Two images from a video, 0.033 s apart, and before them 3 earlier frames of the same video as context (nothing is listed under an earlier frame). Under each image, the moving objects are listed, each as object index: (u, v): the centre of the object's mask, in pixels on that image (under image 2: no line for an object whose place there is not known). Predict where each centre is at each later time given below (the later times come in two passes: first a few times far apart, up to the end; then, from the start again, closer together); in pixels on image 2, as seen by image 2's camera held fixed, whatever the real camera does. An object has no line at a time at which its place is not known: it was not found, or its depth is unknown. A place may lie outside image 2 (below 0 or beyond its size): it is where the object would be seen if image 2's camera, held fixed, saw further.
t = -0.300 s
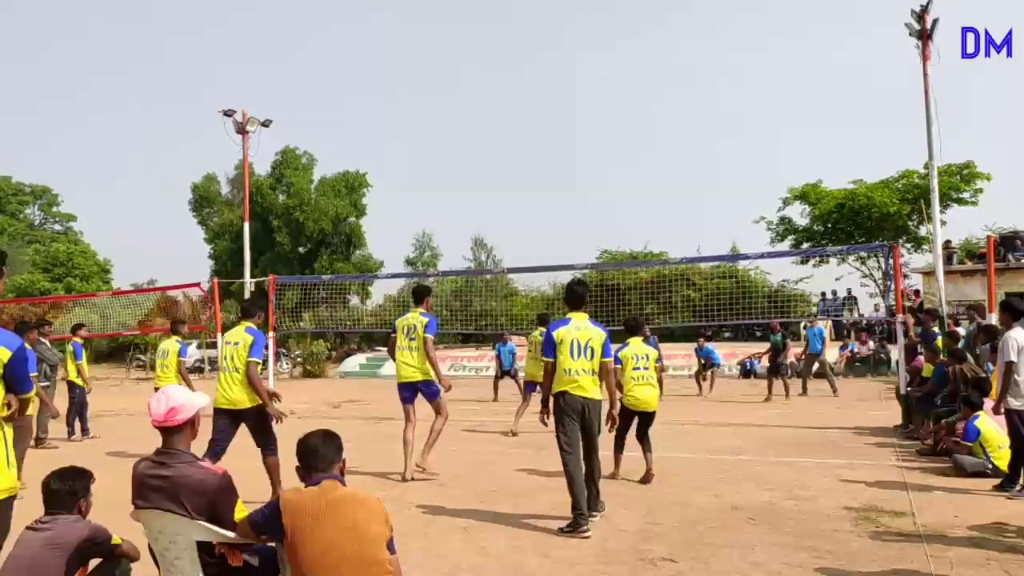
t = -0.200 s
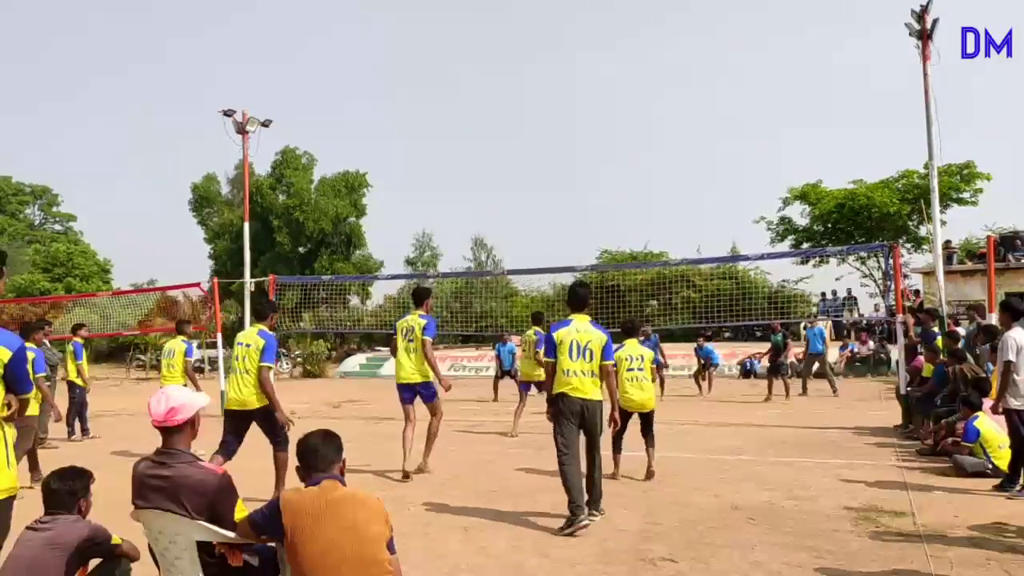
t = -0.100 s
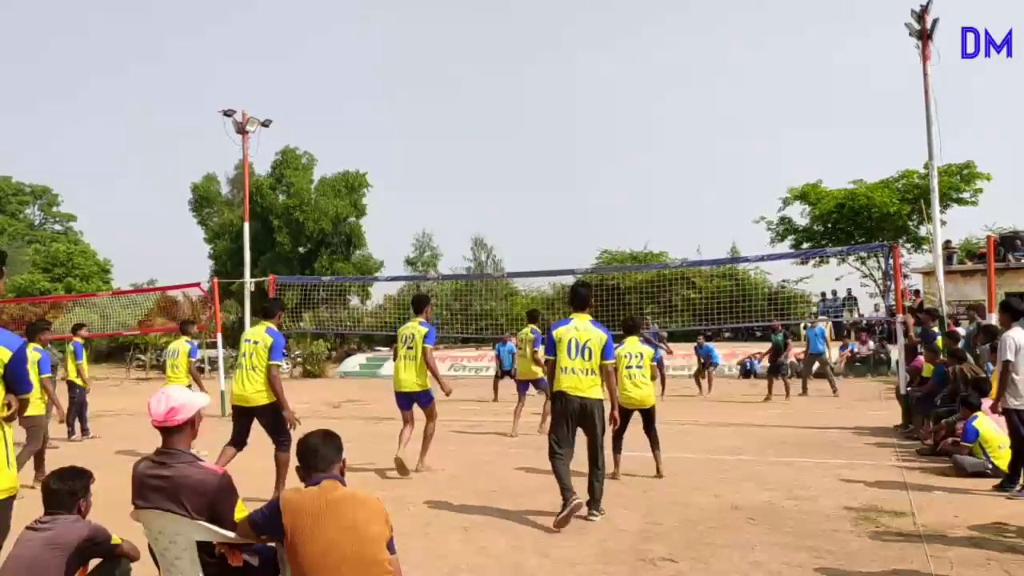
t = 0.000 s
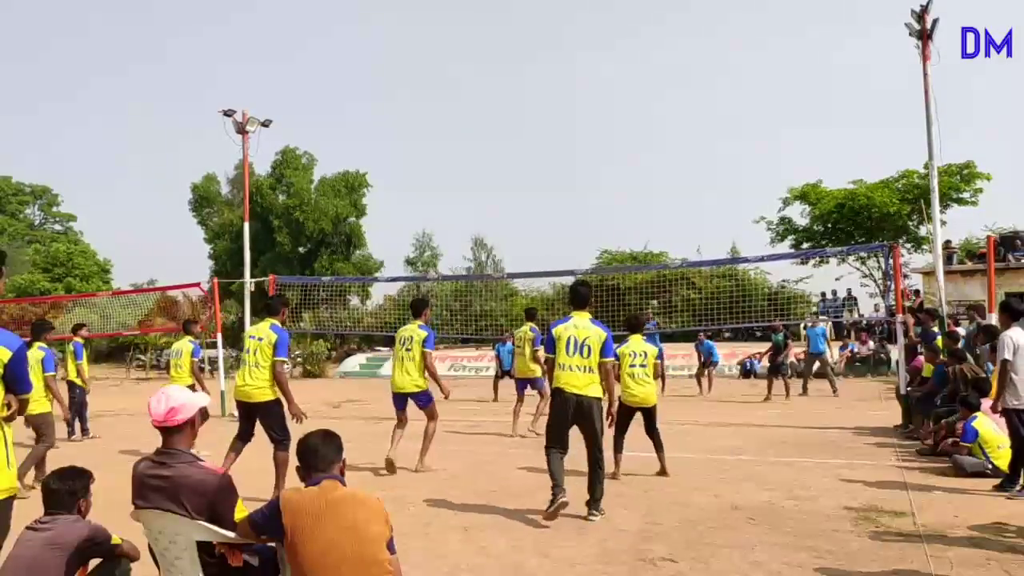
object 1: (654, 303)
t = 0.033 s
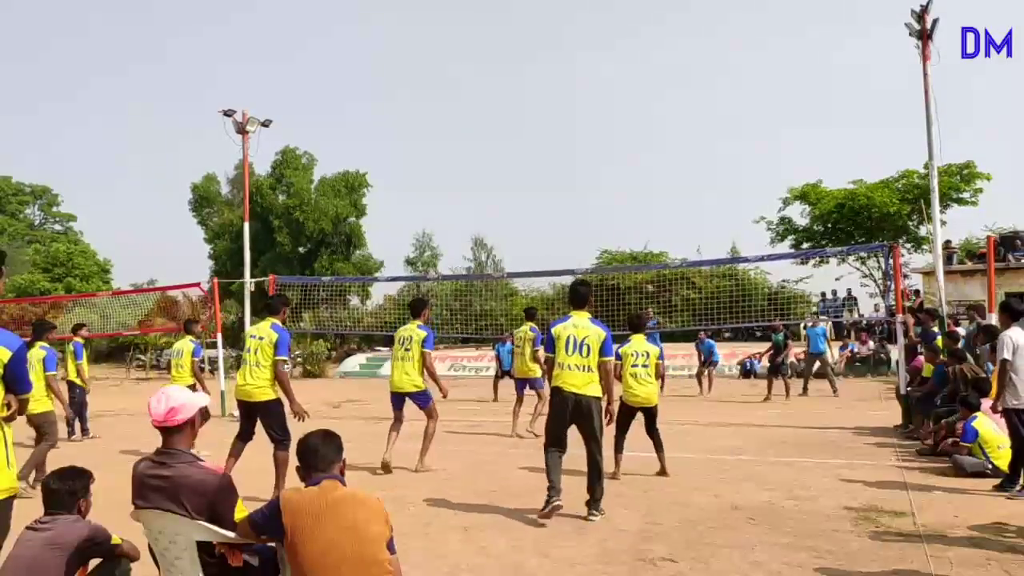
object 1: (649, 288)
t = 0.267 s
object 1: (613, 194)
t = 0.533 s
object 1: (570, 108)
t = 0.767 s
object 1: (527, 57)
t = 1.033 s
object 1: (471, 33)
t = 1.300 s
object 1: (406, 57)
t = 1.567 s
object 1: (325, 146)
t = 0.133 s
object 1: (634, 247)
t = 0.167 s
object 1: (629, 233)
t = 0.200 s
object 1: (624, 220)
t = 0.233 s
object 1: (619, 206)
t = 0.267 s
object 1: (613, 194)
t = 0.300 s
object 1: (608, 182)
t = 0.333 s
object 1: (603, 170)
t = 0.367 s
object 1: (597, 159)
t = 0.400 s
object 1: (592, 148)
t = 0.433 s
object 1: (587, 138)
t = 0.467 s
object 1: (581, 127)
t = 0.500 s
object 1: (575, 117)
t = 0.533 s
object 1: (570, 108)
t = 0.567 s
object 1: (564, 99)
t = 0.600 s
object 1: (558, 91)
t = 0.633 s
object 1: (552, 83)
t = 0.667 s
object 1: (546, 76)
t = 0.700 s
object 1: (540, 69)
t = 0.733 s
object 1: (534, 63)
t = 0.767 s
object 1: (527, 57)
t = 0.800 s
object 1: (521, 51)
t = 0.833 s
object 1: (514, 47)
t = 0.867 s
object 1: (507, 43)
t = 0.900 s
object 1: (501, 40)
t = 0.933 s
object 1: (493, 37)
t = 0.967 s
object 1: (486, 35)
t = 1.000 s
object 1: (479, 33)
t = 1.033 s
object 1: (471, 33)
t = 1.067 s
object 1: (464, 33)
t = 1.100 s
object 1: (456, 33)
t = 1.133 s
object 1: (448, 35)
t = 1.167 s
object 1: (440, 38)
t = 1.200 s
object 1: (432, 41)
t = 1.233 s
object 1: (423, 46)
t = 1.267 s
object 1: (415, 51)
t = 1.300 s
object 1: (406, 57)
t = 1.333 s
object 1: (396, 64)
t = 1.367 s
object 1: (387, 72)
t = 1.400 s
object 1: (377, 81)
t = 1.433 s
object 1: (368, 91)
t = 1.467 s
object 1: (358, 103)
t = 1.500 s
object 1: (347, 116)
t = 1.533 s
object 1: (336, 130)
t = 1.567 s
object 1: (325, 146)
